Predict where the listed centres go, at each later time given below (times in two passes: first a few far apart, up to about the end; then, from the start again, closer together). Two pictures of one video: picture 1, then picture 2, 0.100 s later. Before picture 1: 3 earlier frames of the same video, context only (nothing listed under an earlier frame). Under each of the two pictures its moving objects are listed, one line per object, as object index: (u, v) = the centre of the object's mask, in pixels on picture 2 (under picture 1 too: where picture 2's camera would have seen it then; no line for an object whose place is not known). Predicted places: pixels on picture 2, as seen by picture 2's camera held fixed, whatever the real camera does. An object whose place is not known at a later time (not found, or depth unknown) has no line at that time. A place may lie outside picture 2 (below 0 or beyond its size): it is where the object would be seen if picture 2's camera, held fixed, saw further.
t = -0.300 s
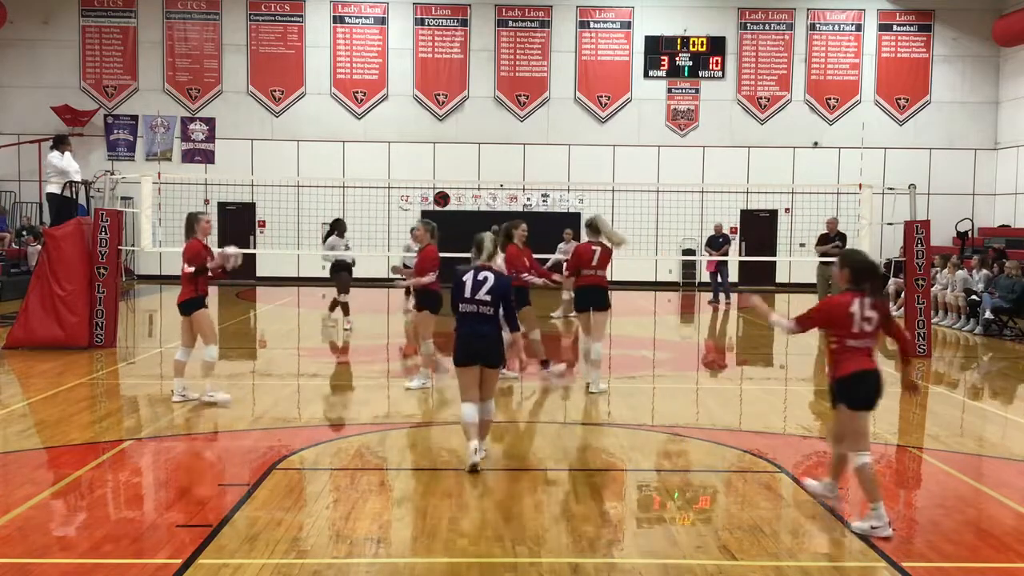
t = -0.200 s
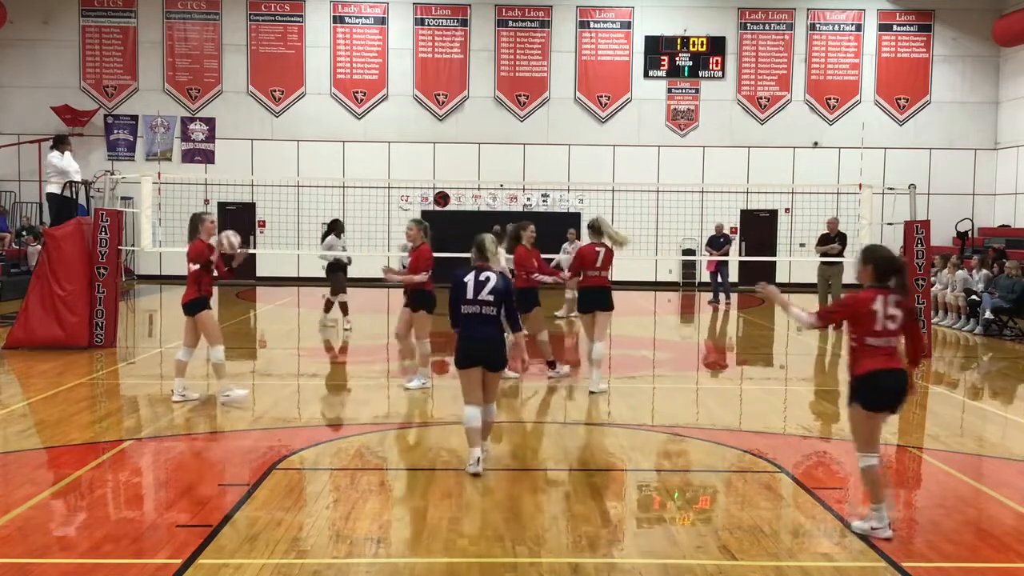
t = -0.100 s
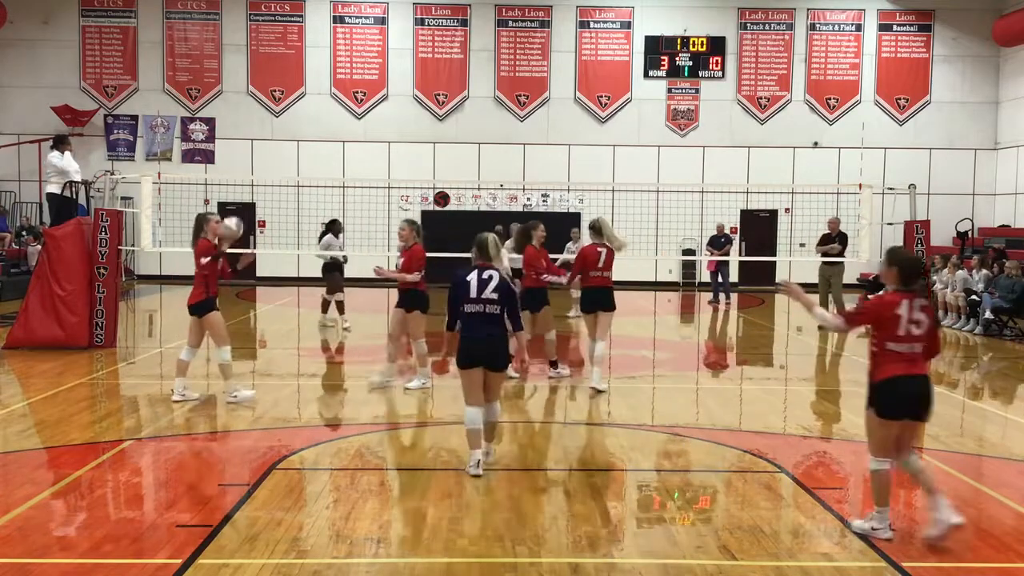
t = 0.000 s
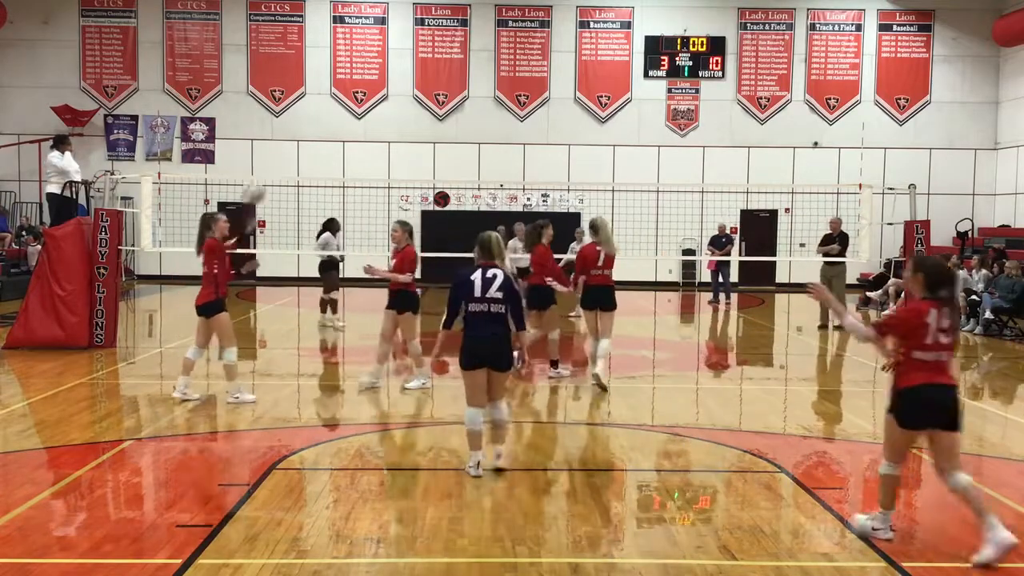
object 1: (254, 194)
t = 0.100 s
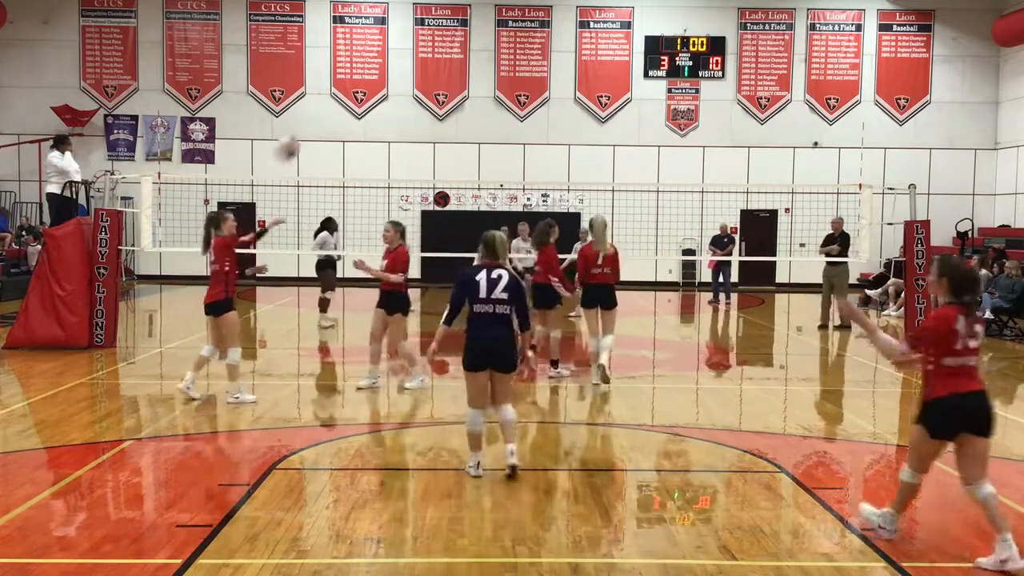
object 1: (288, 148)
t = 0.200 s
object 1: (326, 112)
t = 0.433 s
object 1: (422, 61)
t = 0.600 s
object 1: (499, 64)
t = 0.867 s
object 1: (651, 159)
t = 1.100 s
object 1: (807, 355)
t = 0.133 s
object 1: (301, 136)
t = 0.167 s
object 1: (313, 123)
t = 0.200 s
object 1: (326, 112)
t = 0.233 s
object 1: (336, 99)
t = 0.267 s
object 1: (350, 89)
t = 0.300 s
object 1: (364, 81)
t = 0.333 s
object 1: (379, 74)
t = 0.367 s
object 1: (393, 68)
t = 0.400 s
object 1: (406, 66)
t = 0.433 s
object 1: (422, 61)
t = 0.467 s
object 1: (437, 58)
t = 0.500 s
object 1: (451, 56)
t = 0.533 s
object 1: (469, 56)
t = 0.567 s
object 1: (484, 61)
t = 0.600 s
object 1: (499, 64)
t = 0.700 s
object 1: (553, 85)
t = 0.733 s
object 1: (574, 95)
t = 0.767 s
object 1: (591, 106)
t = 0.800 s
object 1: (612, 122)
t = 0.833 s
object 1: (631, 141)
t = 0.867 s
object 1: (651, 159)
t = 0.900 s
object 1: (671, 180)
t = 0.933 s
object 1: (694, 204)
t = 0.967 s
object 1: (714, 225)
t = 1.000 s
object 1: (742, 258)
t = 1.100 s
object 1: (807, 355)
